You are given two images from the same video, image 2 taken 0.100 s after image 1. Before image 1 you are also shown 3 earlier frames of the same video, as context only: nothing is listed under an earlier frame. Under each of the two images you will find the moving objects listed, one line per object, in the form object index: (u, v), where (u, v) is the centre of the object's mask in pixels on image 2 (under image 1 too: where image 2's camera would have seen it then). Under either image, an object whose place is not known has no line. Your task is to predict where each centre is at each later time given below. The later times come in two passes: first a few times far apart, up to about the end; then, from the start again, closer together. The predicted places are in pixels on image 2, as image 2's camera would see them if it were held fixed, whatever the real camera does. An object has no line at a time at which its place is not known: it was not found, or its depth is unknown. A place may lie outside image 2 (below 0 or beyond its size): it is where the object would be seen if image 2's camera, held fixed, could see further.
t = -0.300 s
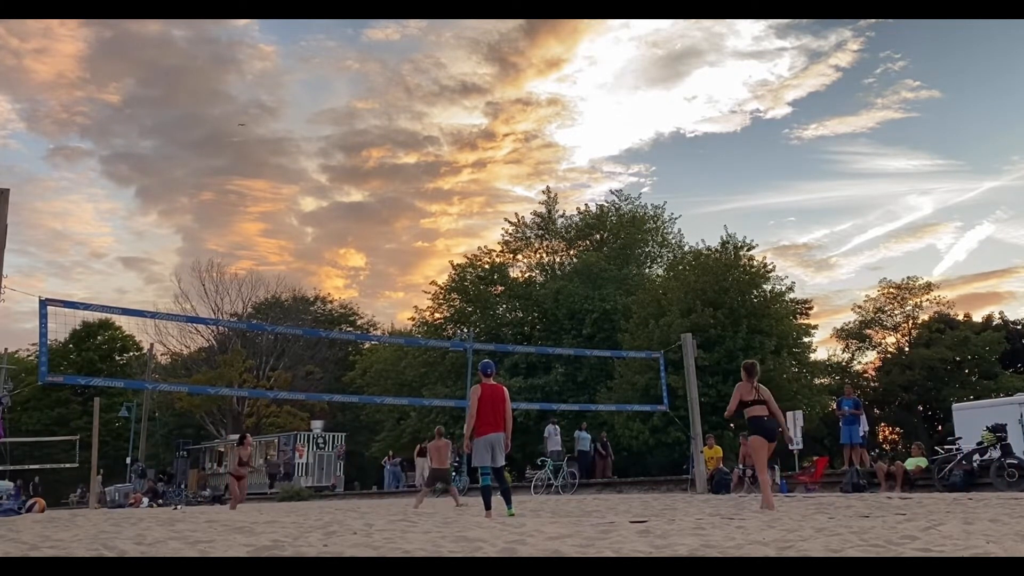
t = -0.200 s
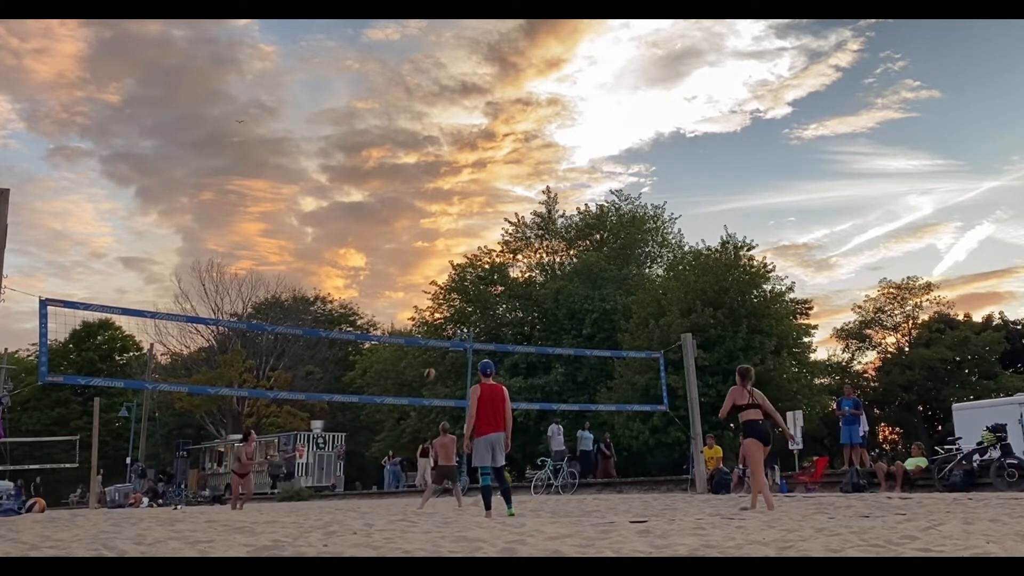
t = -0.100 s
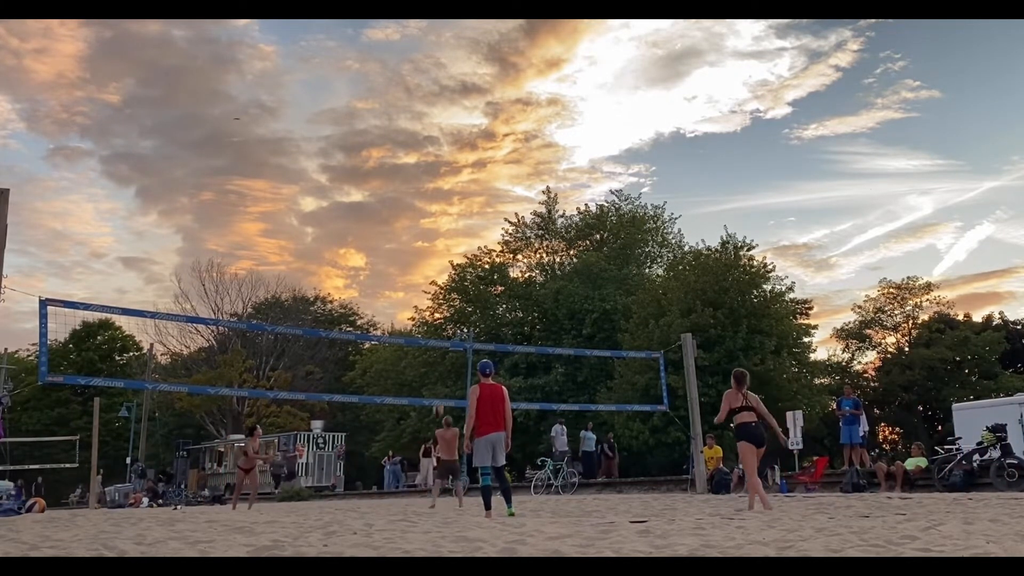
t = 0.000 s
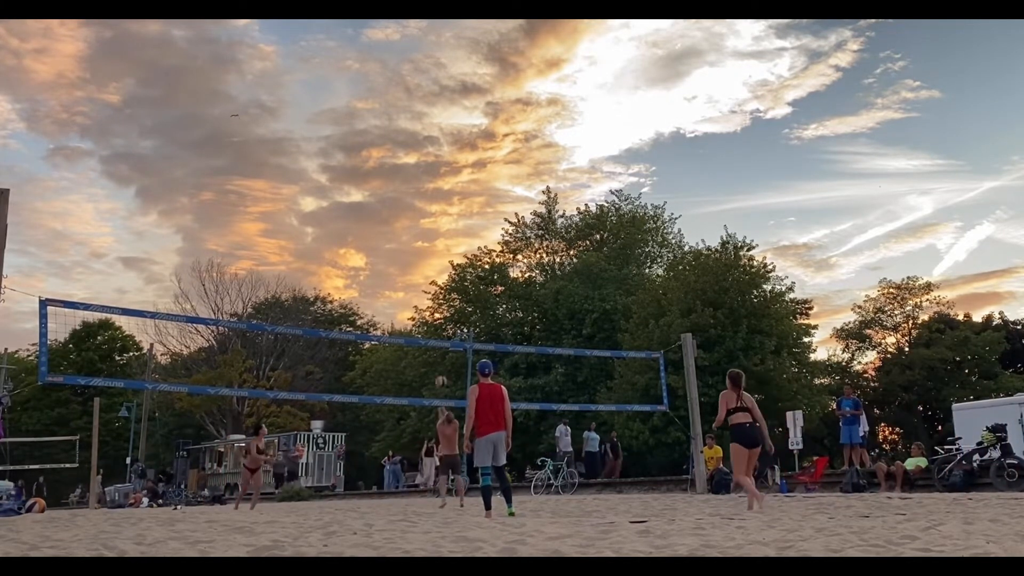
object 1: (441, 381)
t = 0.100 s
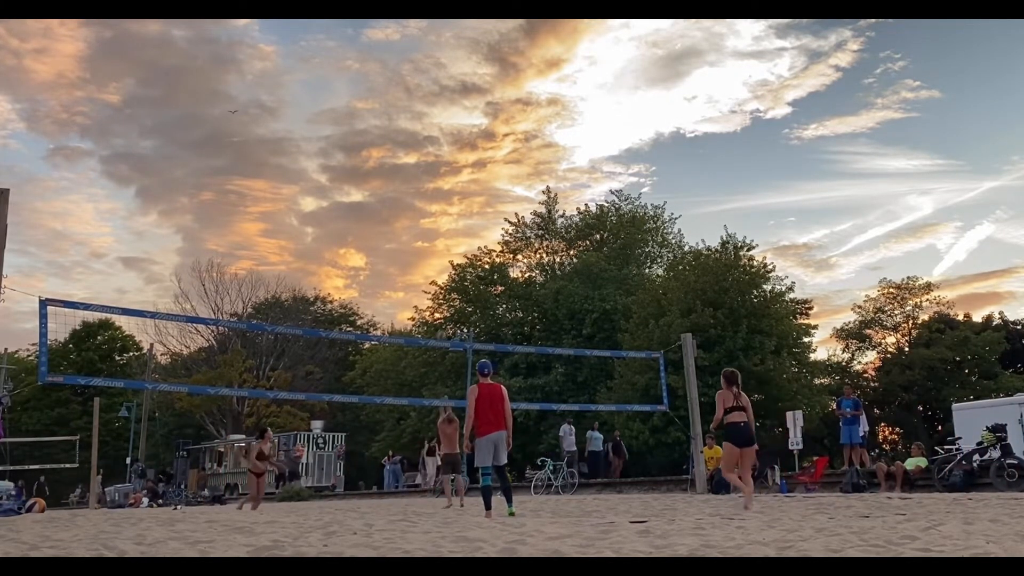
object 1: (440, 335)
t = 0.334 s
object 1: (445, 249)
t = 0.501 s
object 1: (445, 206)
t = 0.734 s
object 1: (446, 170)
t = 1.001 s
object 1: (446, 163)
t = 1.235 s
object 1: (446, 190)
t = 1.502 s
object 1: (444, 263)
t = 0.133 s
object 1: (442, 322)
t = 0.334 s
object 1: (445, 249)
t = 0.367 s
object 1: (445, 239)
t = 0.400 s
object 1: (445, 230)
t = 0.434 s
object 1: (445, 221)
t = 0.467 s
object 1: (445, 213)
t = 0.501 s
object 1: (445, 206)
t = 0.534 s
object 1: (445, 199)
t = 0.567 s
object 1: (445, 193)
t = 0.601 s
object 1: (445, 187)
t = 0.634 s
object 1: (445, 182)
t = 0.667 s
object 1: (446, 177)
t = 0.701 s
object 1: (446, 173)
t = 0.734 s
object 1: (446, 170)
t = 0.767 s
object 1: (446, 167)
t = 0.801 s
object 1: (446, 164)
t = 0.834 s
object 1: (446, 163)
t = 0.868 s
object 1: (446, 162)
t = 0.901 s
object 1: (446, 161)
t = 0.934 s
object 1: (446, 161)
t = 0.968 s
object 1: (446, 162)
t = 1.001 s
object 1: (446, 163)
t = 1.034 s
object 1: (446, 165)
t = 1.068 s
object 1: (446, 167)
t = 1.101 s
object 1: (446, 171)
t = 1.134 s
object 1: (446, 174)
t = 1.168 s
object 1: (446, 179)
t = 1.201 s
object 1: (446, 184)
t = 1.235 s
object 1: (446, 190)
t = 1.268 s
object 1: (446, 197)
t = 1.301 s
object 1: (445, 204)
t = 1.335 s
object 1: (445, 212)
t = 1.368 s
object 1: (445, 220)
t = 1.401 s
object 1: (445, 230)
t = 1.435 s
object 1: (445, 240)
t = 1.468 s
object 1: (444, 251)
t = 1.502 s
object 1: (444, 263)
